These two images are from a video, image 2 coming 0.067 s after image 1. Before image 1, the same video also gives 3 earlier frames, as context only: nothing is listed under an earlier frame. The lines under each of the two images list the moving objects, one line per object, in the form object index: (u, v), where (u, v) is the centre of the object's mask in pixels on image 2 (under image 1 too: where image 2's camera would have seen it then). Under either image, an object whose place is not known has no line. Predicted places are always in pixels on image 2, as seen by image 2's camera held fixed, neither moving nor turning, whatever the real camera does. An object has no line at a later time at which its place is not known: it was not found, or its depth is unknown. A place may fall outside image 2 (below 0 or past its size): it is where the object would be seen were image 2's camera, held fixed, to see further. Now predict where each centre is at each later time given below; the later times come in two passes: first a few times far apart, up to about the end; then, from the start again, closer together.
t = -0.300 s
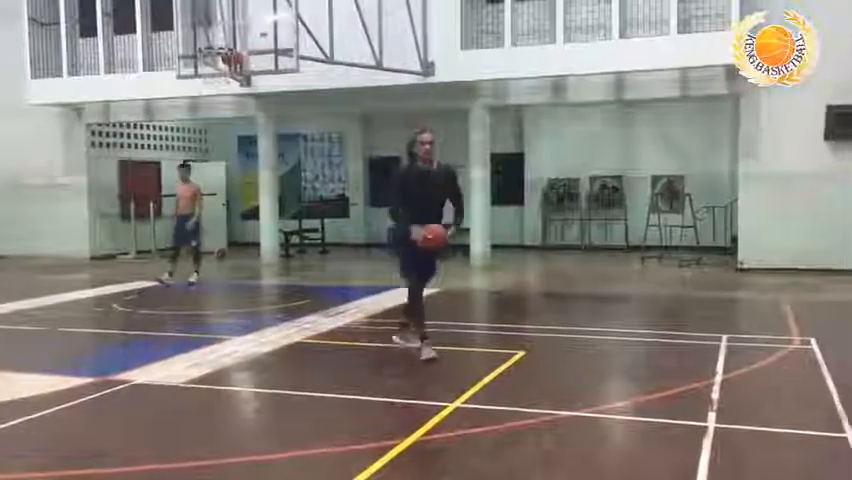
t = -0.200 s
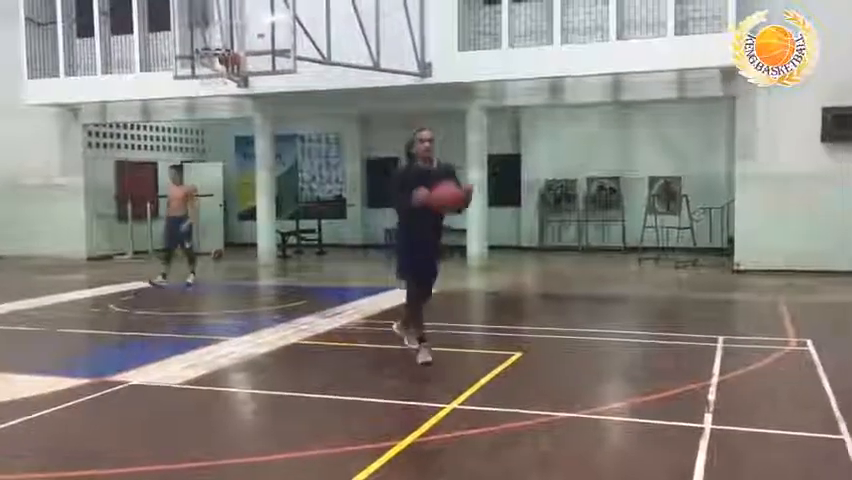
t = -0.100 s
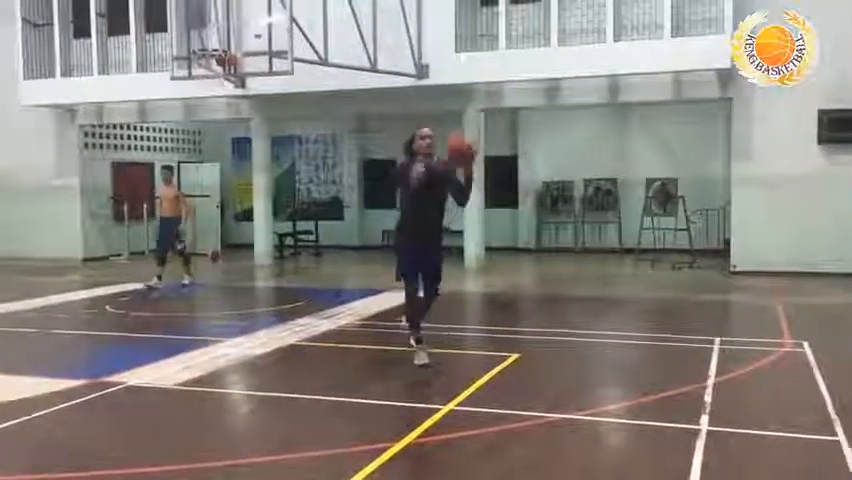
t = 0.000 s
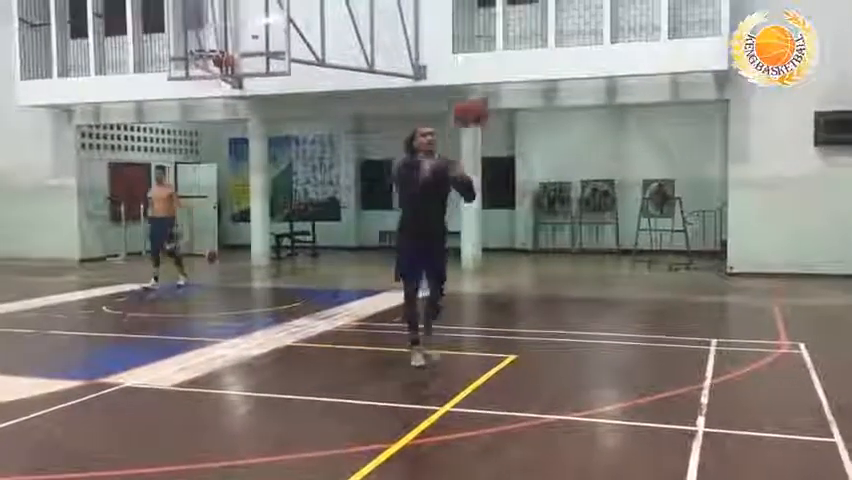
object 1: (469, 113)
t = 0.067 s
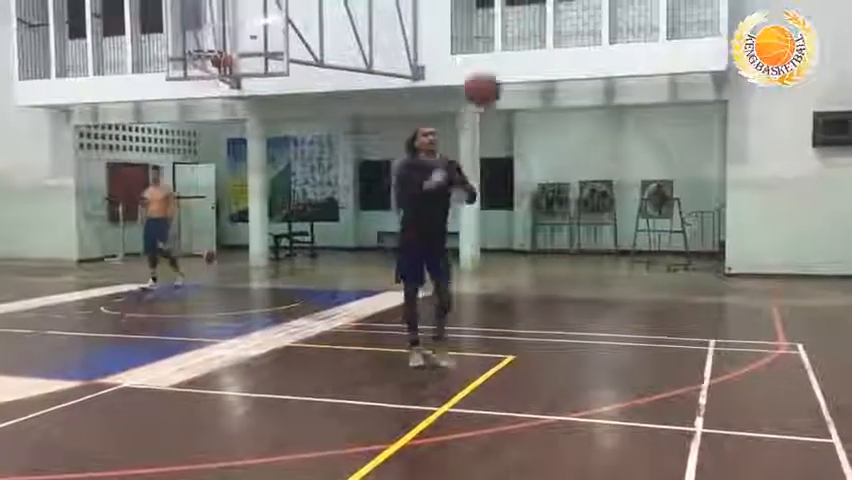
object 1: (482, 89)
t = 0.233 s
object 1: (515, 62)
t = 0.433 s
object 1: (559, 80)
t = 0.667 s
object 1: (619, 202)
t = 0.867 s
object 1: (685, 411)
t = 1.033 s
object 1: (670, 315)
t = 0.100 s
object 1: (489, 81)
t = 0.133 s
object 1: (495, 74)
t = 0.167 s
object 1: (502, 66)
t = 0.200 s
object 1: (508, 63)
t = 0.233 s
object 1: (515, 62)
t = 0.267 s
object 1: (522, 61)
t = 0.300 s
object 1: (529, 61)
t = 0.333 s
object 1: (536, 63)
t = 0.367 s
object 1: (544, 67)
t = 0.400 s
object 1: (551, 73)
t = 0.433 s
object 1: (559, 80)
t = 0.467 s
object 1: (567, 91)
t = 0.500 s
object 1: (576, 105)
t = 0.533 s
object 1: (584, 119)
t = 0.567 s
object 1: (593, 137)
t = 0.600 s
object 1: (602, 152)
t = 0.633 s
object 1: (612, 173)
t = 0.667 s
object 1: (619, 202)
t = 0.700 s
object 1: (628, 230)
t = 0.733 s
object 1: (641, 257)
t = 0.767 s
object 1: (651, 293)
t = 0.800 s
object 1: (661, 326)
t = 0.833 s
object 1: (672, 371)
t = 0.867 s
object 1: (685, 411)
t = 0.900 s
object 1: (690, 444)
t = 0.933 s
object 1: (692, 411)
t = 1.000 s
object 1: (676, 350)
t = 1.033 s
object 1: (670, 315)
